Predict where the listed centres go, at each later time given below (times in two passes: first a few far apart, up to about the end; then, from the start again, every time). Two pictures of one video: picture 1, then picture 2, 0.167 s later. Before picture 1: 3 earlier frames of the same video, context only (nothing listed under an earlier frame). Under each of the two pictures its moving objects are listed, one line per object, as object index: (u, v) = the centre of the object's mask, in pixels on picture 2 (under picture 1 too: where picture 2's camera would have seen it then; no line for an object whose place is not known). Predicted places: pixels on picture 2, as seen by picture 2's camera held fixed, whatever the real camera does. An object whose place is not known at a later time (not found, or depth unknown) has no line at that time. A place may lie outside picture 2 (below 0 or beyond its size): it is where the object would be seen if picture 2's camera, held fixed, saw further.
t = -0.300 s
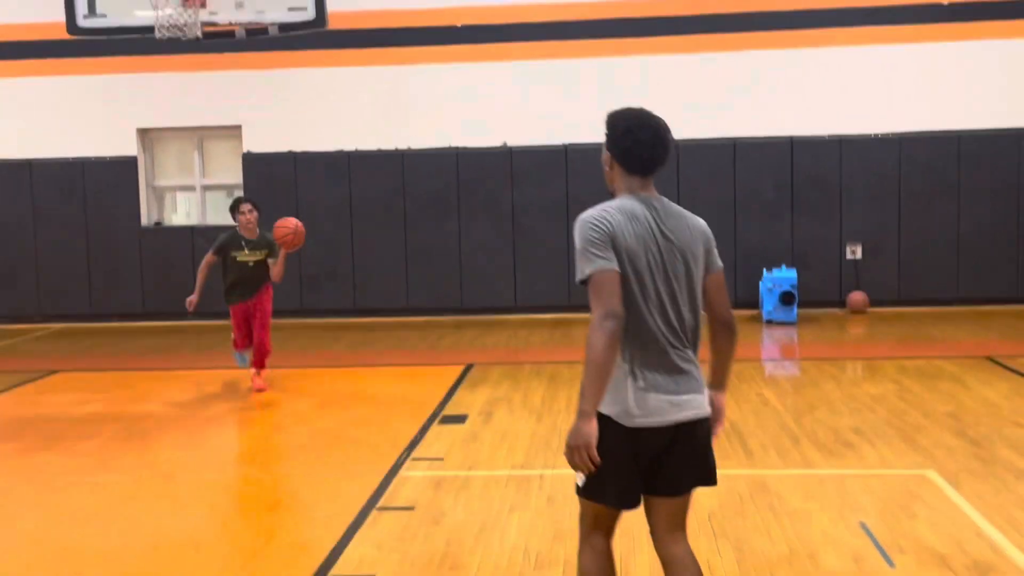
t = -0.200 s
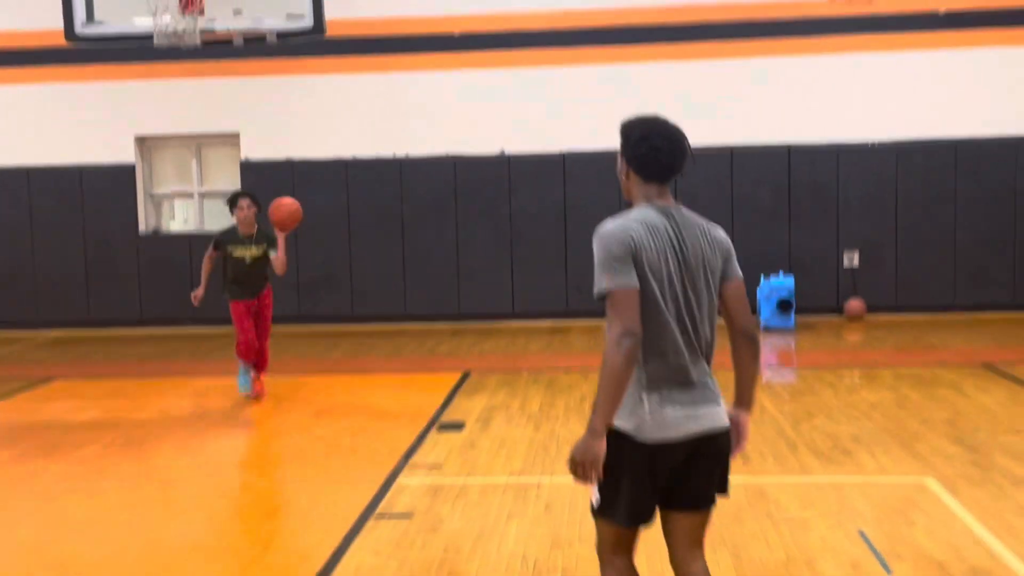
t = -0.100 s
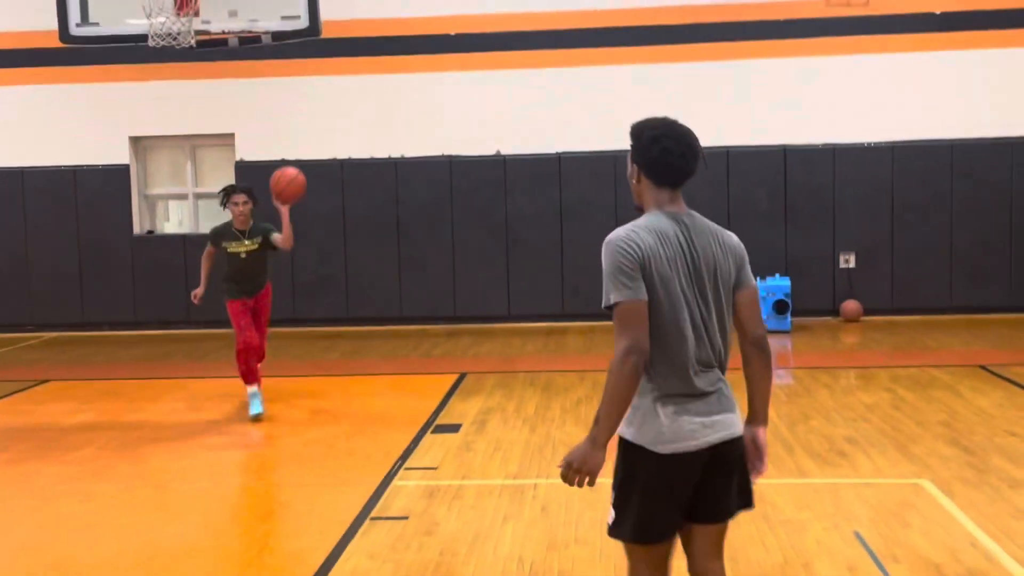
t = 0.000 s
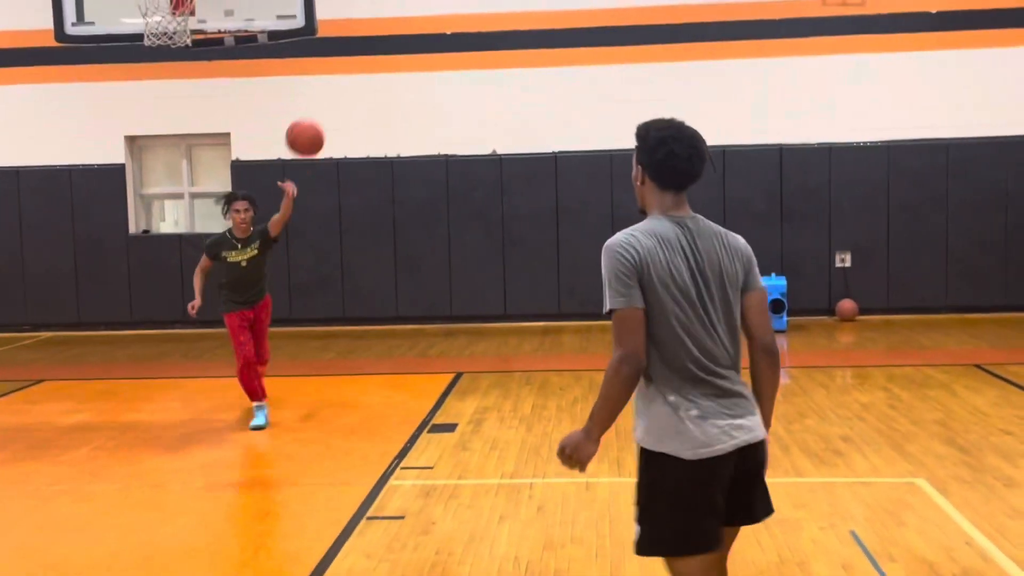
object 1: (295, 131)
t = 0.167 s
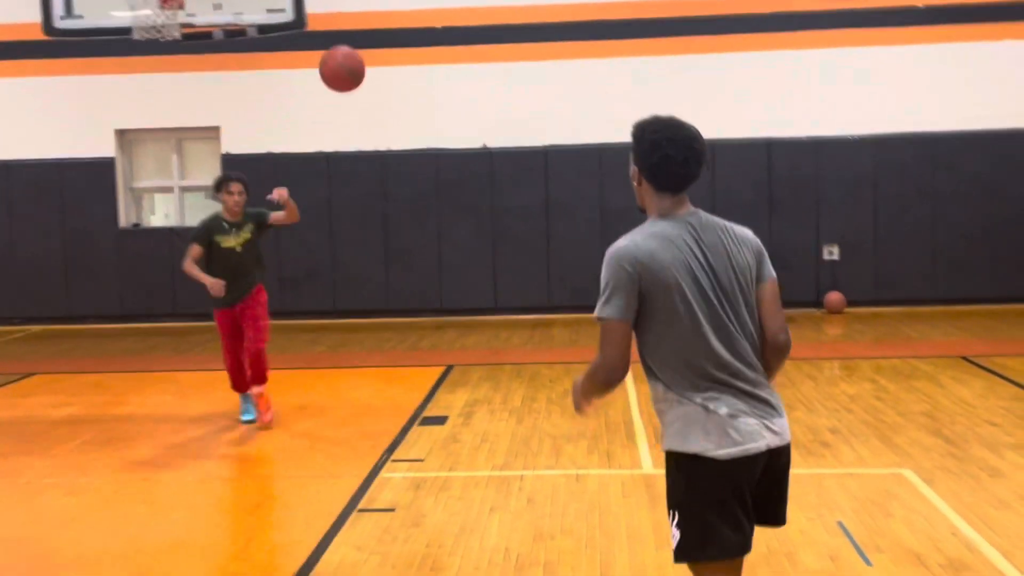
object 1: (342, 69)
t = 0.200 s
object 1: (354, 61)
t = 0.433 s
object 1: (468, 60)
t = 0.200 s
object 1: (354, 61)
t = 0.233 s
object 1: (366, 55)
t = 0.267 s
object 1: (380, 51)
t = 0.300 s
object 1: (395, 48)
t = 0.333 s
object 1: (410, 47)
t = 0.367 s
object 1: (428, 49)
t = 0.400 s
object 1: (447, 53)
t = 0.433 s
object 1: (468, 60)
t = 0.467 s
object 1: (492, 73)
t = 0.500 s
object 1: (518, 89)
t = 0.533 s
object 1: (546, 110)
